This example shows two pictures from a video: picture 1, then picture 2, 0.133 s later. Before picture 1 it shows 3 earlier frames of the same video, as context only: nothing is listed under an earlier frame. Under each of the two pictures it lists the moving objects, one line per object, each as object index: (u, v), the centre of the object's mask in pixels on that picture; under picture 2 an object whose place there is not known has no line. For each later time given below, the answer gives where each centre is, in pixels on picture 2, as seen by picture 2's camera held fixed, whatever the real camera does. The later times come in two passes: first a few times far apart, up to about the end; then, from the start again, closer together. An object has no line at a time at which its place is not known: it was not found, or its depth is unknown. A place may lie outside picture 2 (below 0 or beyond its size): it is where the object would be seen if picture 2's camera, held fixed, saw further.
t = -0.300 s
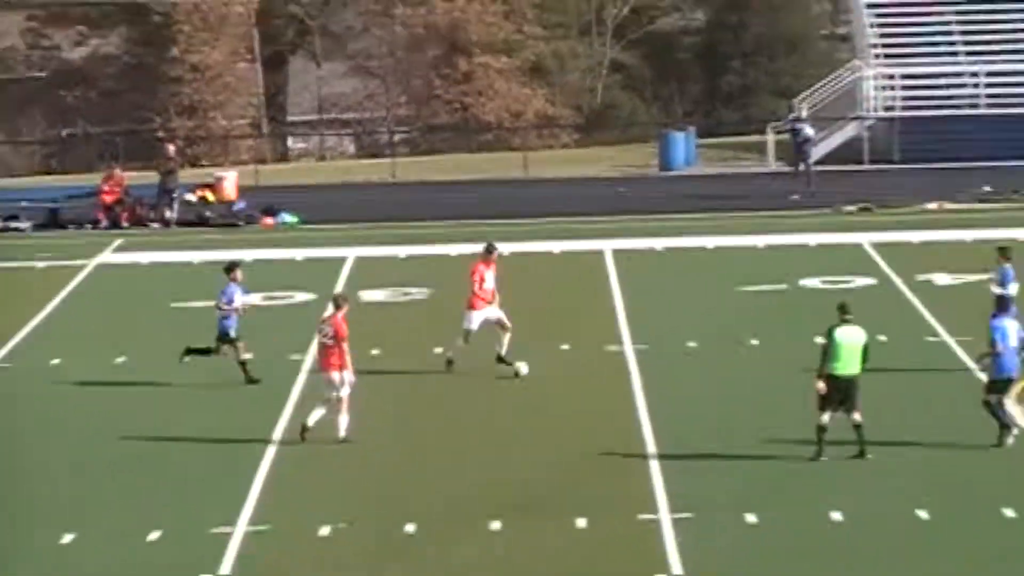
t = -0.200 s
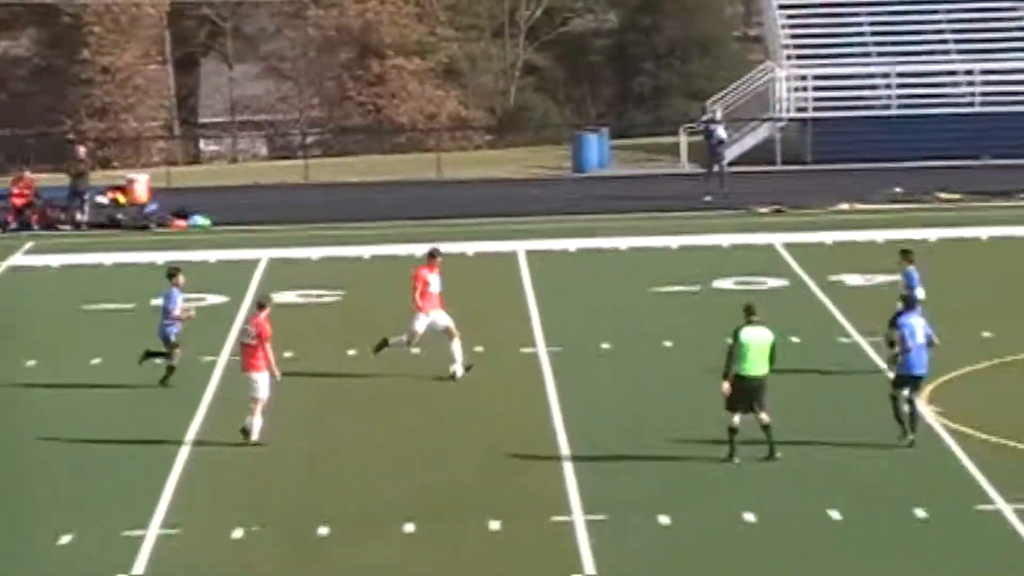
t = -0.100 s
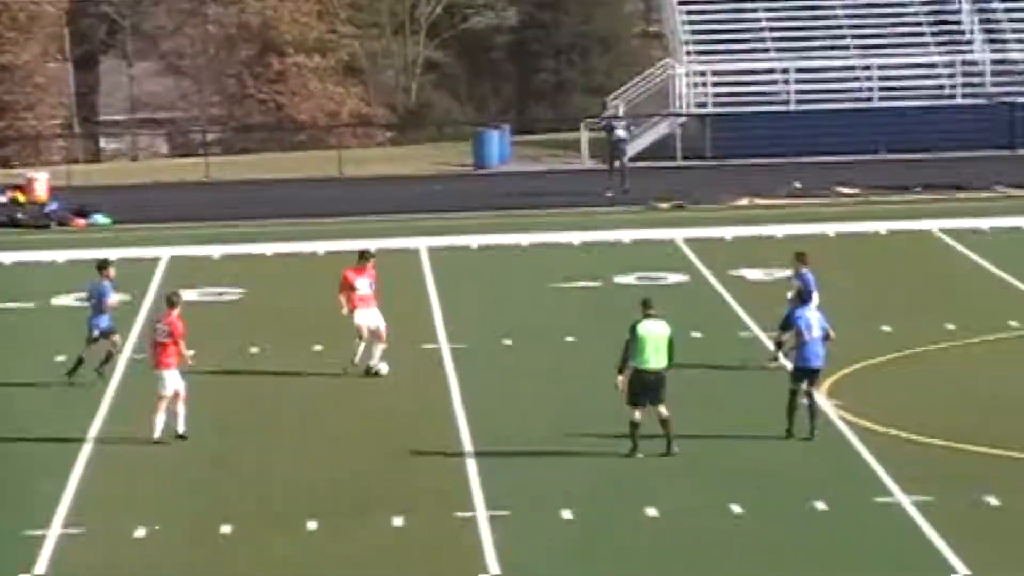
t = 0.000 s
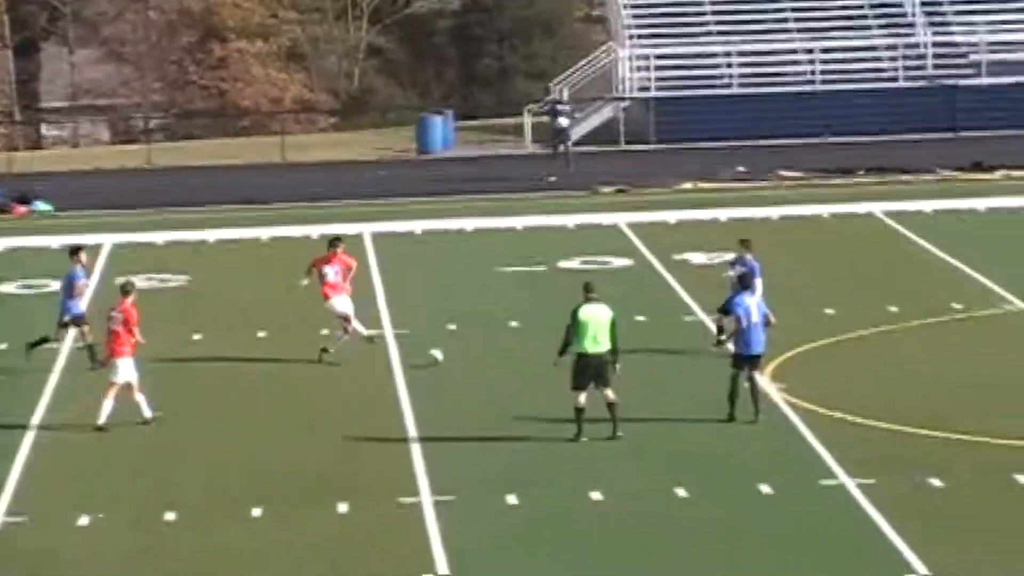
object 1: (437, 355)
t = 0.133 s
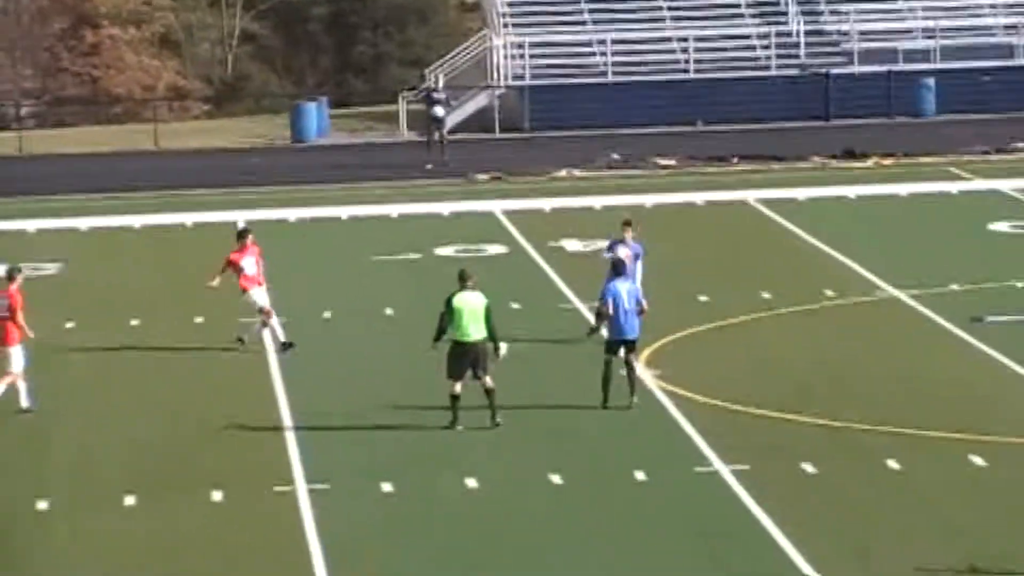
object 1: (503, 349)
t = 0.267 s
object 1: (680, 353)
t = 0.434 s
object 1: (887, 354)
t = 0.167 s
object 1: (545, 348)
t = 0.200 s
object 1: (591, 350)
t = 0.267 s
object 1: (680, 353)
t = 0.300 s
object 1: (723, 351)
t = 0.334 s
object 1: (767, 352)
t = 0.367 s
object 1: (808, 356)
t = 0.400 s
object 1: (850, 357)
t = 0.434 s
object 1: (887, 354)
